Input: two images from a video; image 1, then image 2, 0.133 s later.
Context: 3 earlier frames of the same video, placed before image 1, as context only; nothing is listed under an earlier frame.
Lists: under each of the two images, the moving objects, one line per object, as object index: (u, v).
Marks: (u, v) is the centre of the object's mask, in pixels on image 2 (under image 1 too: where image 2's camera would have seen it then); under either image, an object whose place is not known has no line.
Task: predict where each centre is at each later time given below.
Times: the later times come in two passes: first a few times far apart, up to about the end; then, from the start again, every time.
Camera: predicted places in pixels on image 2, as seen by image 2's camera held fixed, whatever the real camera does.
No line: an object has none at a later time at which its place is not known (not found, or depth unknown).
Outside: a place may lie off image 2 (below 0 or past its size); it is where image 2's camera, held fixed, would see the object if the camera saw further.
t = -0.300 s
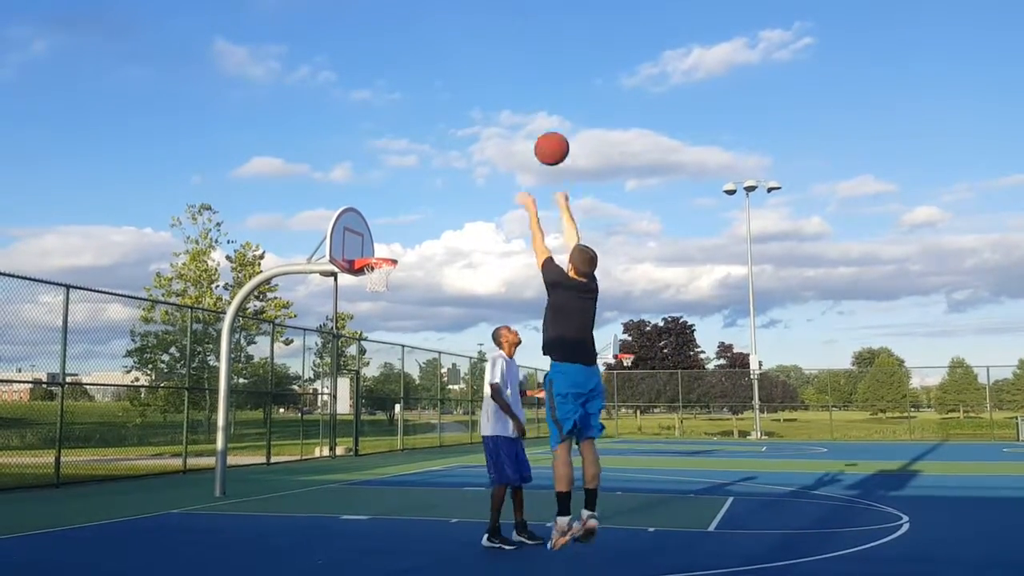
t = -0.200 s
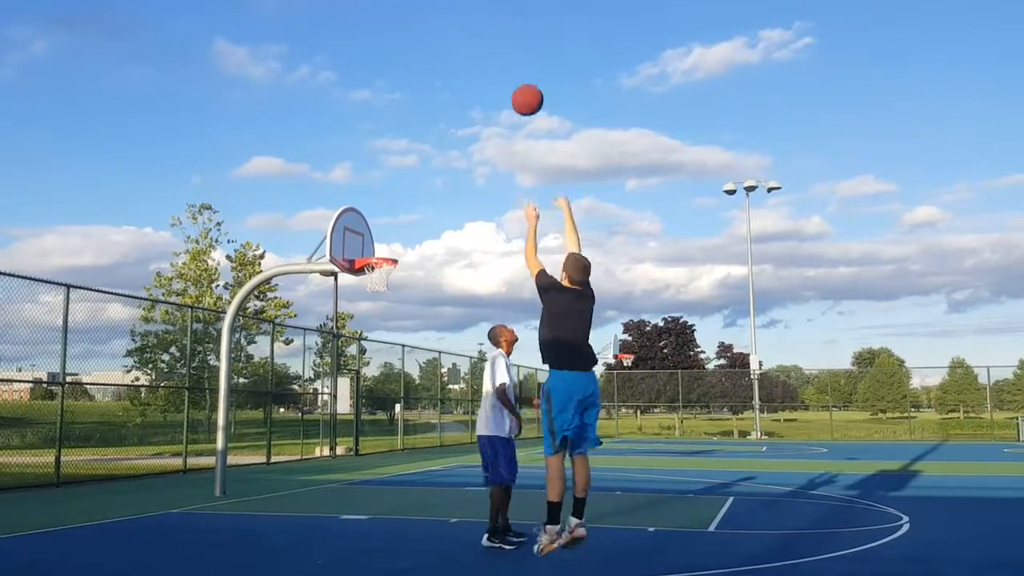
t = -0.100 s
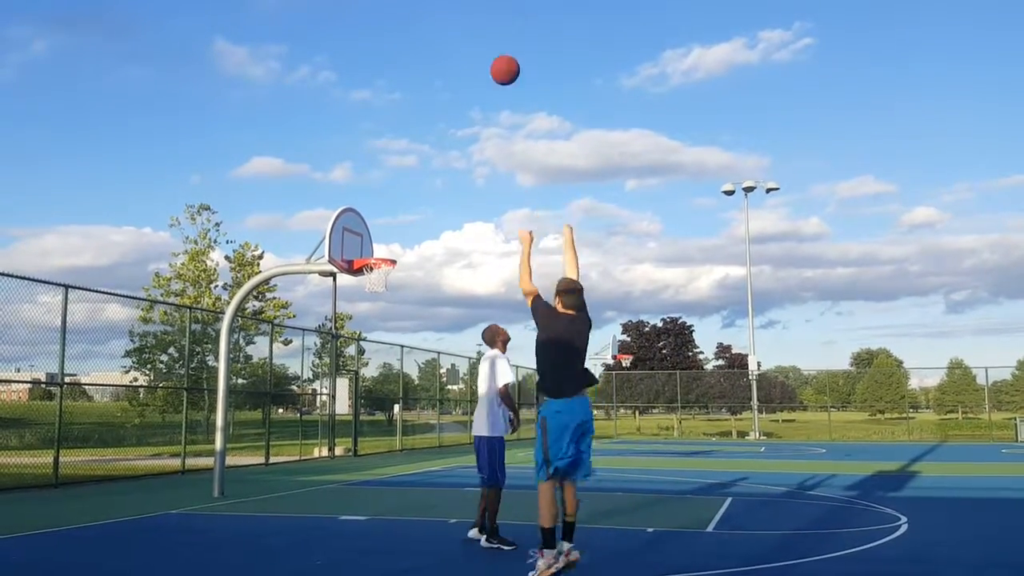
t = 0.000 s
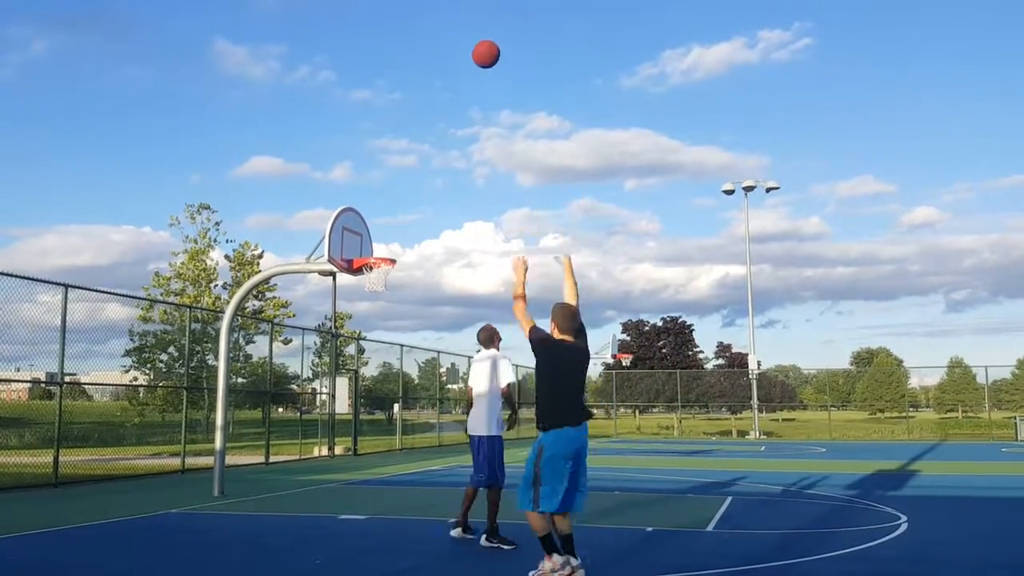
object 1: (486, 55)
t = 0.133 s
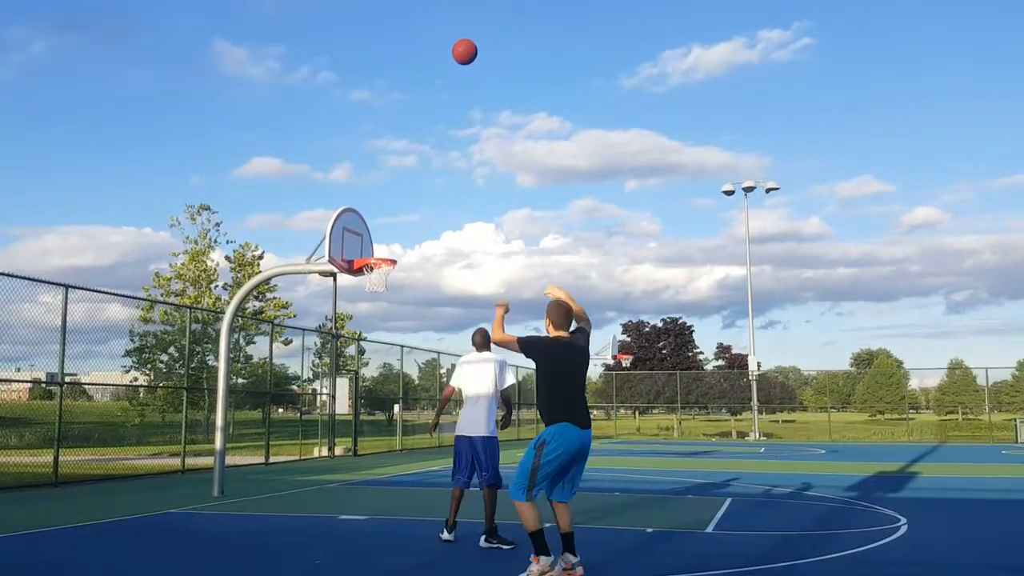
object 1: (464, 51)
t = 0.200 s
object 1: (457, 56)
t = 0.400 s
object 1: (432, 93)
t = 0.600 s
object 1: (412, 156)
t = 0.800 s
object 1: (395, 239)
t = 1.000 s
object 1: (430, 203)
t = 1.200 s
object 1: (478, 167)
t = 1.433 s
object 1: (536, 162)
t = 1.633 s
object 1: (589, 193)
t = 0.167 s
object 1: (460, 53)
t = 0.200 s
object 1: (457, 56)
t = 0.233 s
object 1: (452, 60)
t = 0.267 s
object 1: (447, 65)
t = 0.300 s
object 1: (444, 71)
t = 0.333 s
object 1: (440, 77)
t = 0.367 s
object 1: (436, 85)
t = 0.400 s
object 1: (432, 93)
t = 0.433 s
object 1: (428, 102)
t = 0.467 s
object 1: (424, 112)
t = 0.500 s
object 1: (421, 122)
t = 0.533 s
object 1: (418, 132)
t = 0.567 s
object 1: (415, 144)
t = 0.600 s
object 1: (412, 156)
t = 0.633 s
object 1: (409, 168)
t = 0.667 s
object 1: (406, 181)
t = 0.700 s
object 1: (403, 195)
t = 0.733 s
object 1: (400, 209)
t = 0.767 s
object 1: (397, 224)
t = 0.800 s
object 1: (395, 239)
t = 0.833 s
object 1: (393, 253)
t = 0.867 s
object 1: (399, 243)
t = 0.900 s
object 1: (407, 232)
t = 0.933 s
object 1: (415, 222)
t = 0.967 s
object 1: (422, 213)
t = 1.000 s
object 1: (430, 203)
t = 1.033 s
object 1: (438, 195)
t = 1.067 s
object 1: (446, 188)
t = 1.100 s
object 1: (454, 181)
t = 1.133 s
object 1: (462, 176)
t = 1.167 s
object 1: (470, 171)
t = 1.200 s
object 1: (478, 167)
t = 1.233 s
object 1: (486, 164)
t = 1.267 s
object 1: (494, 161)
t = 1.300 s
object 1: (502, 160)
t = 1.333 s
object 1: (510, 159)
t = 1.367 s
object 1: (519, 159)
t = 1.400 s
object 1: (527, 160)
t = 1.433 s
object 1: (536, 162)
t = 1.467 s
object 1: (545, 165)
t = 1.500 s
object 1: (553, 168)
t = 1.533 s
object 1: (562, 173)
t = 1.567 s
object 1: (571, 178)
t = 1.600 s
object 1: (580, 185)
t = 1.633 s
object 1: (589, 193)
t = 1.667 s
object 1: (598, 201)
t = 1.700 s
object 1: (608, 211)
